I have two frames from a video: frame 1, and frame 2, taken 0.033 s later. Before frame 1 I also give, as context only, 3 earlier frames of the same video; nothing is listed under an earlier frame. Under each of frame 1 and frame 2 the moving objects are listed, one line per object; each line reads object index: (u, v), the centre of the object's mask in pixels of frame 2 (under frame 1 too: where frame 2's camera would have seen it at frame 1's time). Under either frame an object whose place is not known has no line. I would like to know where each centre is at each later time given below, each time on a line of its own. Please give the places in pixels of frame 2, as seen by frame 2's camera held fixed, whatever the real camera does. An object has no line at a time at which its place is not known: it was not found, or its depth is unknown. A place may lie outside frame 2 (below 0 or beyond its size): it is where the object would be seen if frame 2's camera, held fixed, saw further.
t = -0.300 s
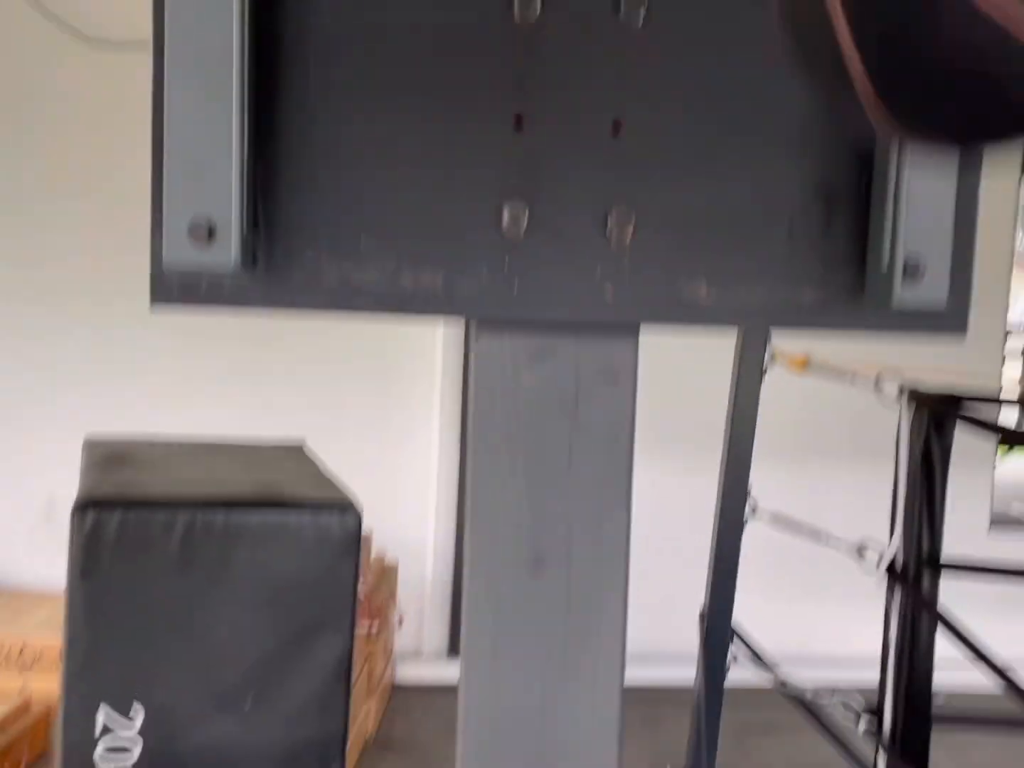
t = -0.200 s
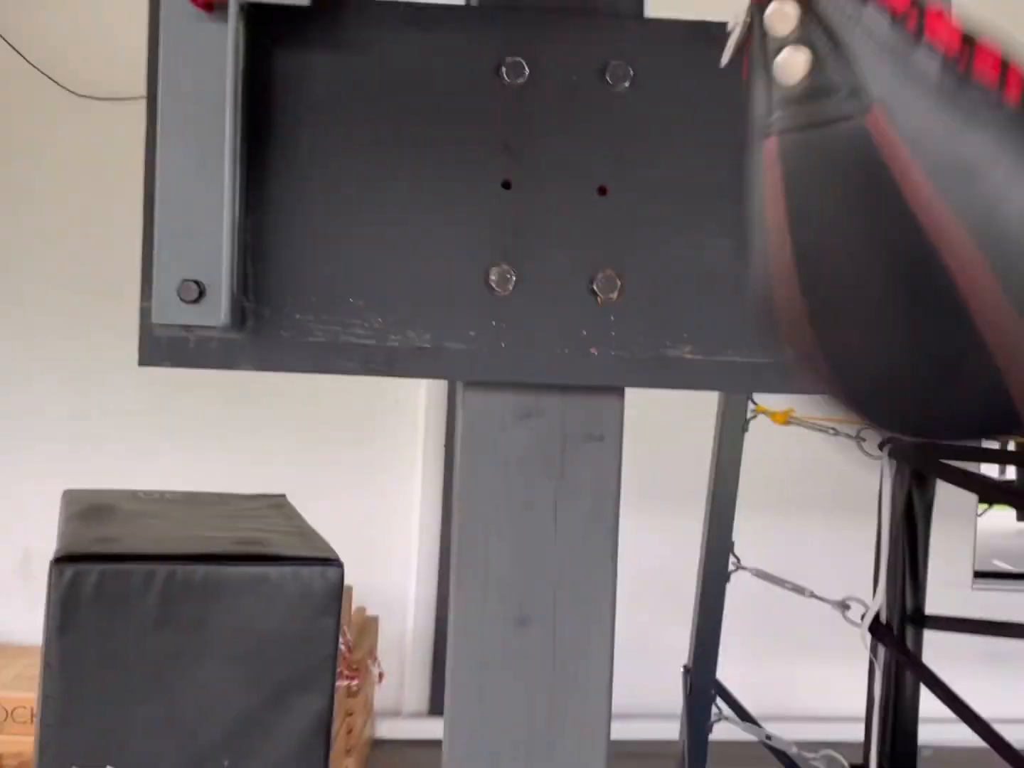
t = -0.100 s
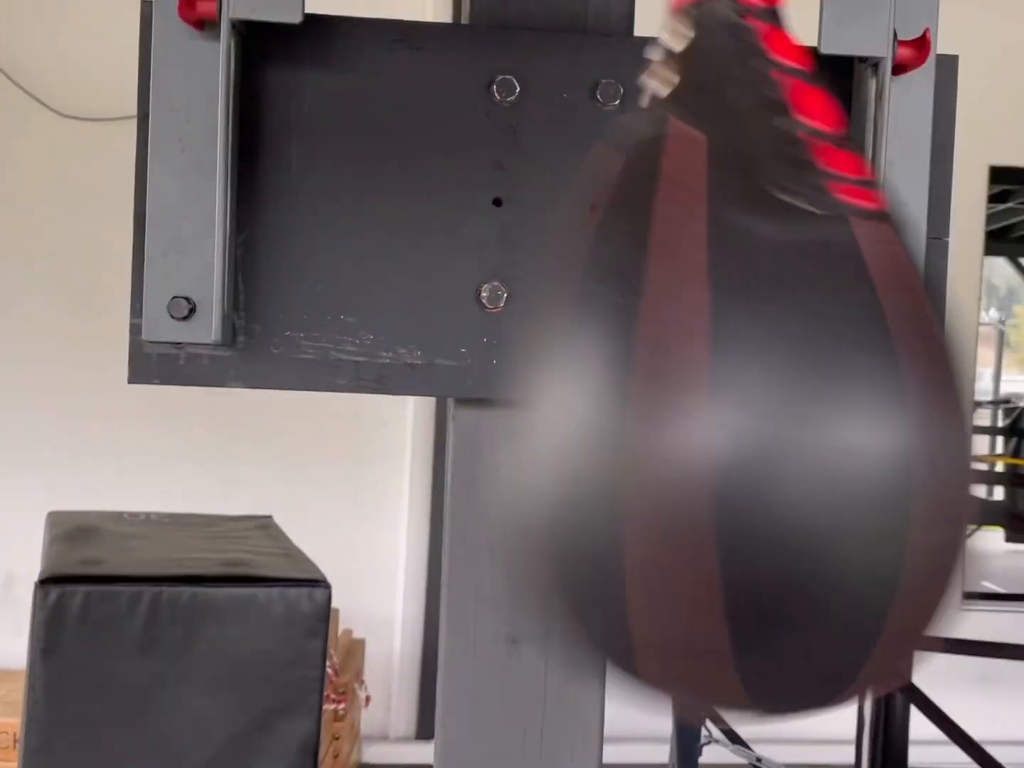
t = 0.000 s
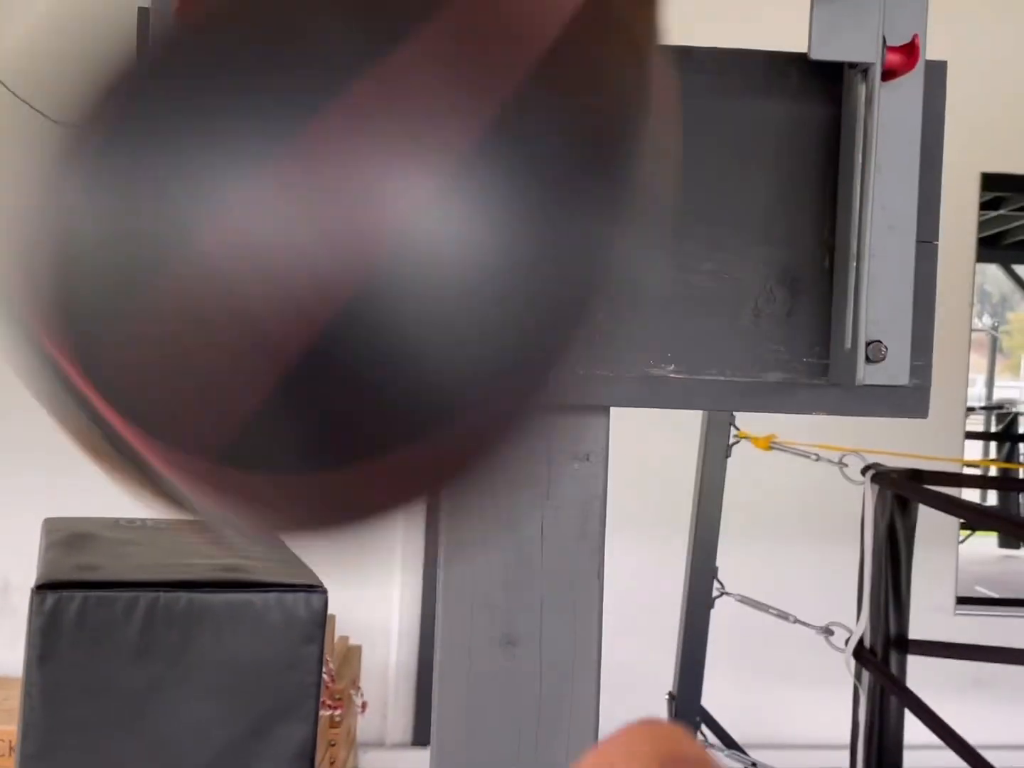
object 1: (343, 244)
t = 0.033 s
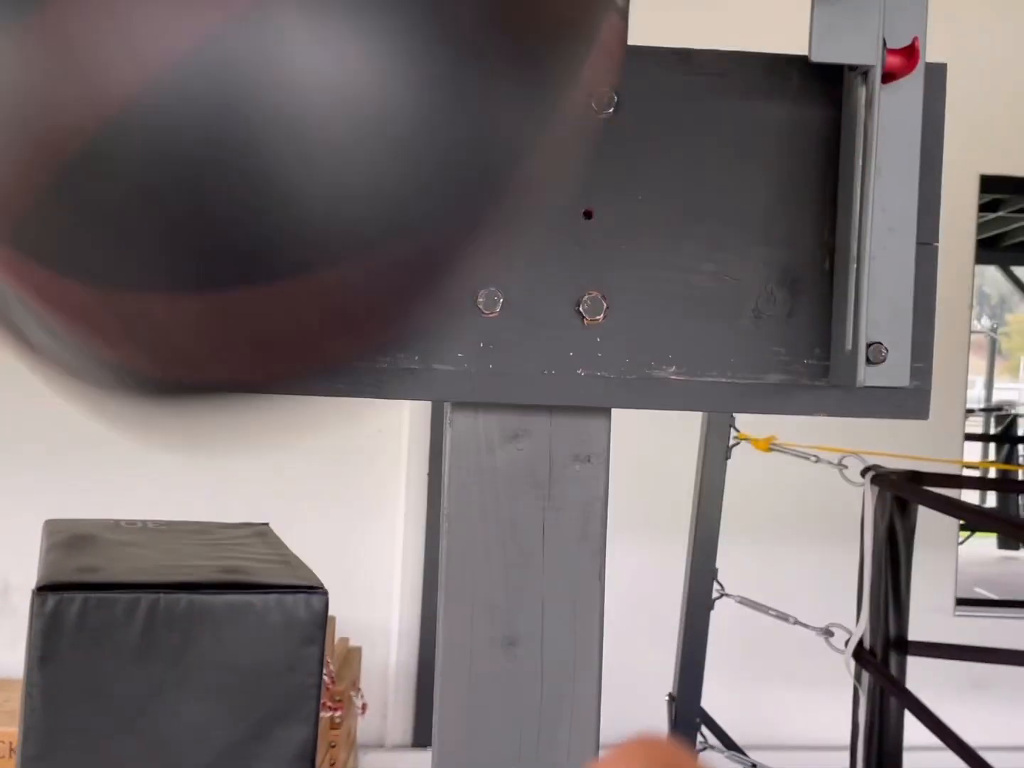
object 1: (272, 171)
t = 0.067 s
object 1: (232, 119)
